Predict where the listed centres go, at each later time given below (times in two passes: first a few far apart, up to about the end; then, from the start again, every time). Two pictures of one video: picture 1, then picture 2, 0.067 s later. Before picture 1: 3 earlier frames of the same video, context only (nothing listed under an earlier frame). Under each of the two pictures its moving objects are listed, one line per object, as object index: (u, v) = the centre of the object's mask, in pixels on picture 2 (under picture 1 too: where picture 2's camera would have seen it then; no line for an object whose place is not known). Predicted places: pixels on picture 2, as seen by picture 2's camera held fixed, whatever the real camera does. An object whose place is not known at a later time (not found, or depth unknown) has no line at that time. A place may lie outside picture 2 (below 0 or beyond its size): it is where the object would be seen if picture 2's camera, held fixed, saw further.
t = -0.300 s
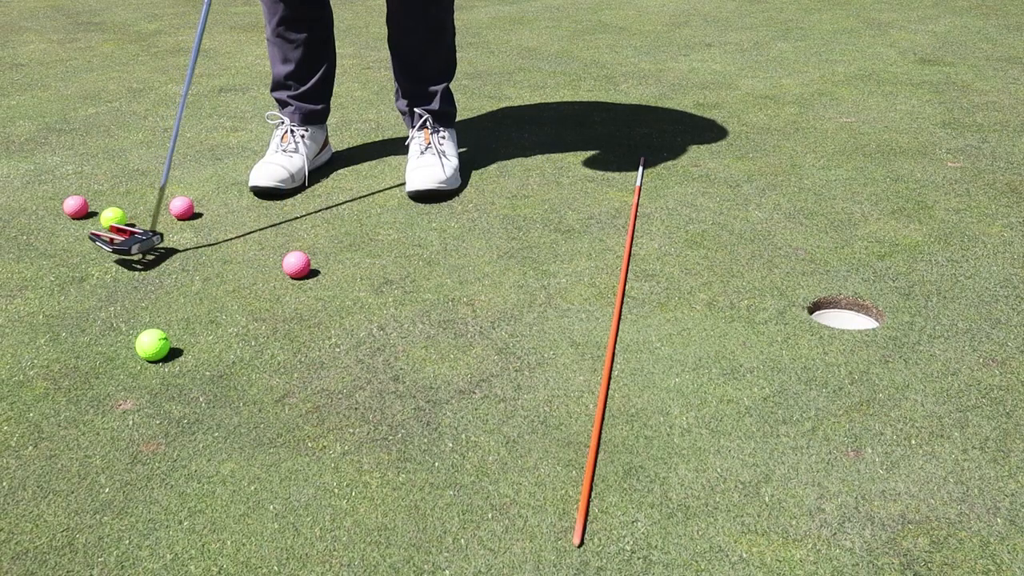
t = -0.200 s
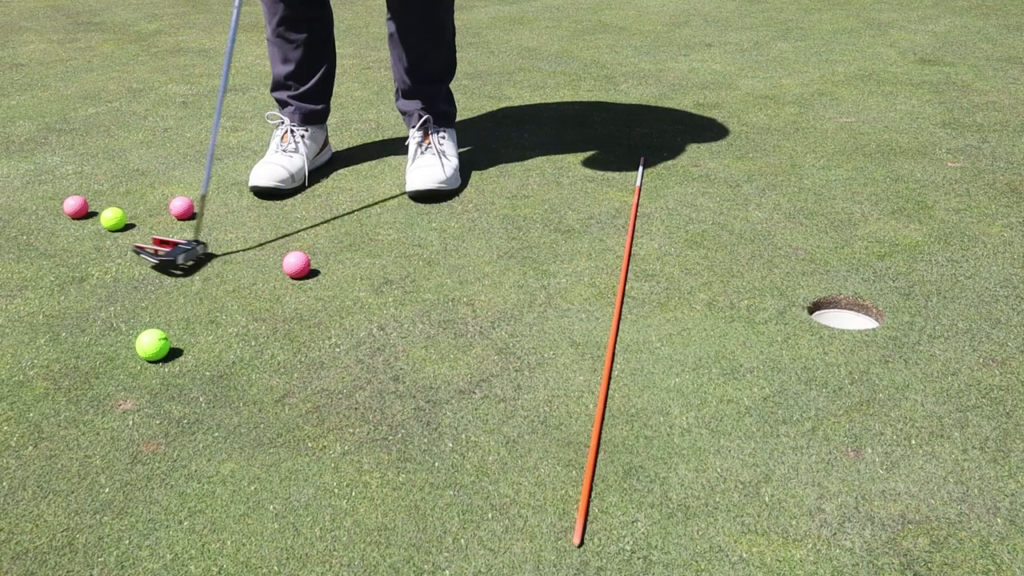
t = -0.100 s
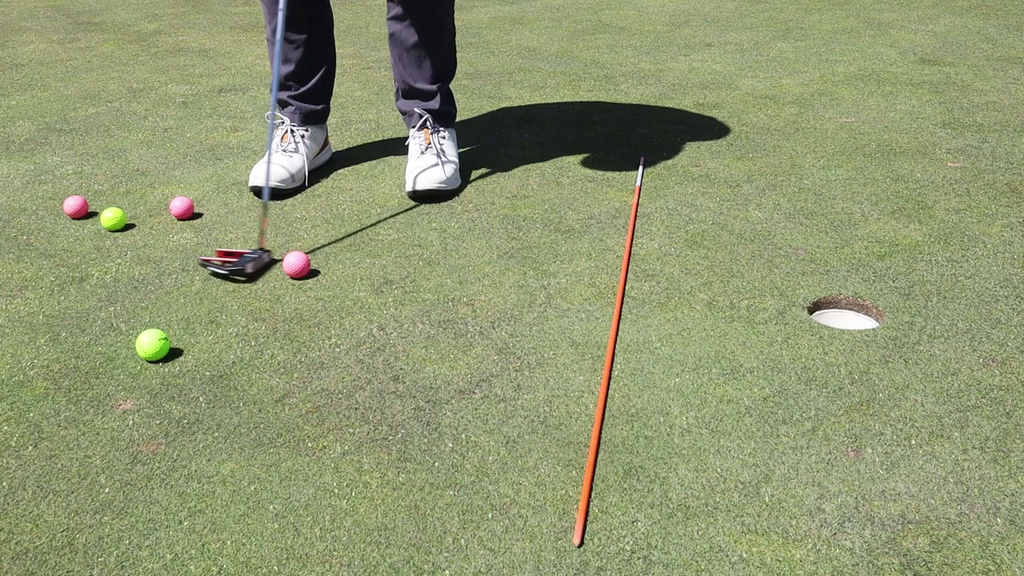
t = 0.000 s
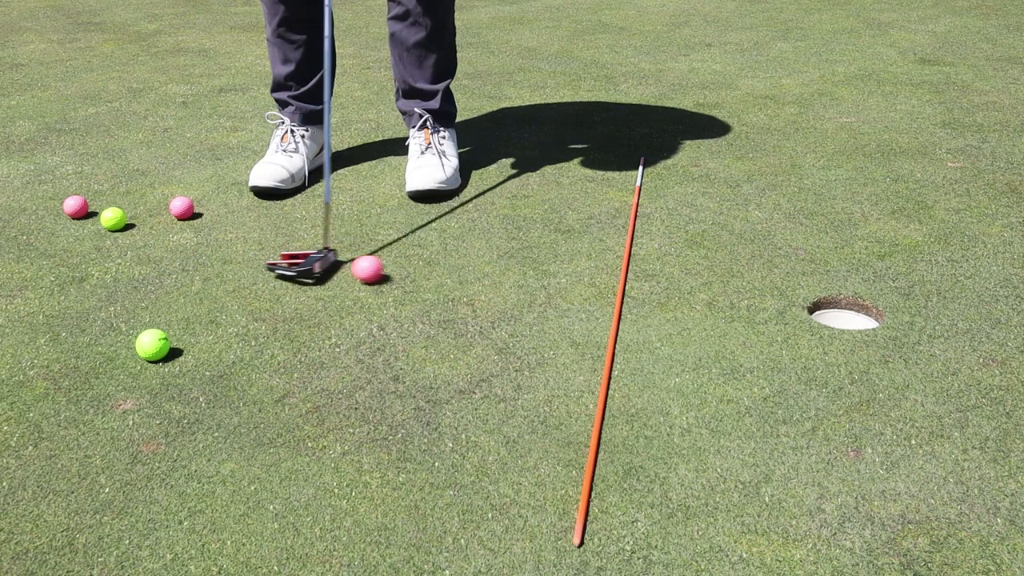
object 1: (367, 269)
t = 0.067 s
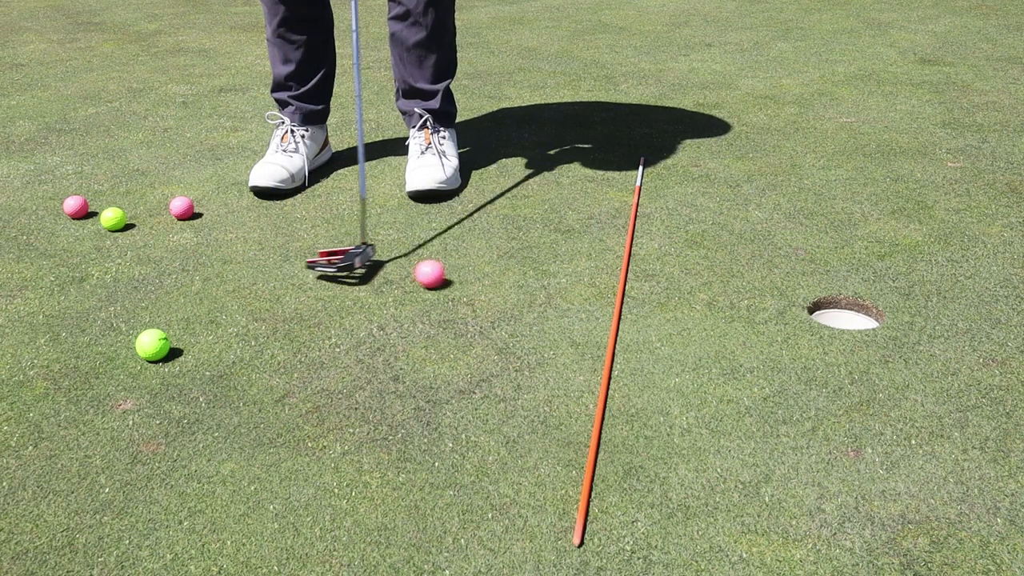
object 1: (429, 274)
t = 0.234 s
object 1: (571, 283)
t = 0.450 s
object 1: (697, 288)
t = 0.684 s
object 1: (812, 298)
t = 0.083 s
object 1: (444, 275)
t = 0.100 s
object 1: (459, 275)
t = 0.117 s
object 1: (472, 277)
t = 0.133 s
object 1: (486, 277)
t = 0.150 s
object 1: (501, 279)
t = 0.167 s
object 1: (515, 279)
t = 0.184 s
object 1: (529, 280)
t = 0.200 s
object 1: (543, 281)
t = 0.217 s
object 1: (558, 282)
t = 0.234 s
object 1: (571, 283)
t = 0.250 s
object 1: (585, 284)
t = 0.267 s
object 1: (599, 284)
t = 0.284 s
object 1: (611, 282)
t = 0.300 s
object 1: (619, 277)
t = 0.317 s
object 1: (629, 272)
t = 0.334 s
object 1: (637, 270)
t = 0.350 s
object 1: (645, 269)
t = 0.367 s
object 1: (654, 271)
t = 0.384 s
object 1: (663, 273)
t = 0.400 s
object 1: (671, 278)
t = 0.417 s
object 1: (680, 285)
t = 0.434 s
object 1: (688, 290)
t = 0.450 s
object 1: (697, 288)
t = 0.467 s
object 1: (706, 287)
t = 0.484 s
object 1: (715, 288)
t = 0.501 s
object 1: (724, 291)
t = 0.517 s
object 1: (732, 293)
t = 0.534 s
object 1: (741, 292)
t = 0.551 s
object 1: (749, 293)
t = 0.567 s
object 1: (757, 294)
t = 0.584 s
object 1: (765, 295)
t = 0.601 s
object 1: (773, 295)
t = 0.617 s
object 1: (781, 297)
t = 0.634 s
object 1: (789, 297)
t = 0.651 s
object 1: (797, 297)
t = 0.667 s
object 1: (804, 297)
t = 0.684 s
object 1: (812, 298)
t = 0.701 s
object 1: (819, 300)
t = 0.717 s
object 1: (827, 304)
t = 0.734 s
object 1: (834, 309)
